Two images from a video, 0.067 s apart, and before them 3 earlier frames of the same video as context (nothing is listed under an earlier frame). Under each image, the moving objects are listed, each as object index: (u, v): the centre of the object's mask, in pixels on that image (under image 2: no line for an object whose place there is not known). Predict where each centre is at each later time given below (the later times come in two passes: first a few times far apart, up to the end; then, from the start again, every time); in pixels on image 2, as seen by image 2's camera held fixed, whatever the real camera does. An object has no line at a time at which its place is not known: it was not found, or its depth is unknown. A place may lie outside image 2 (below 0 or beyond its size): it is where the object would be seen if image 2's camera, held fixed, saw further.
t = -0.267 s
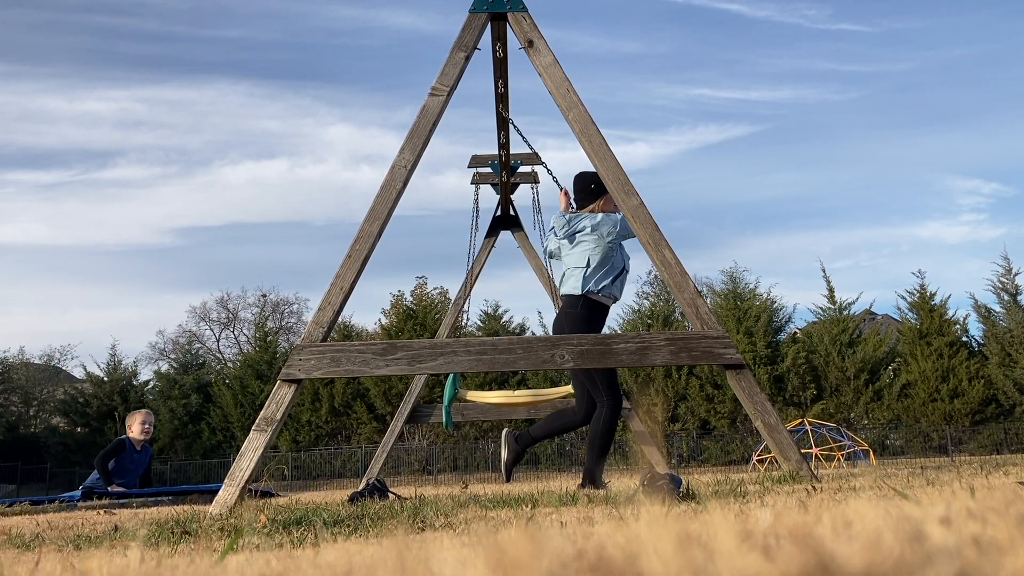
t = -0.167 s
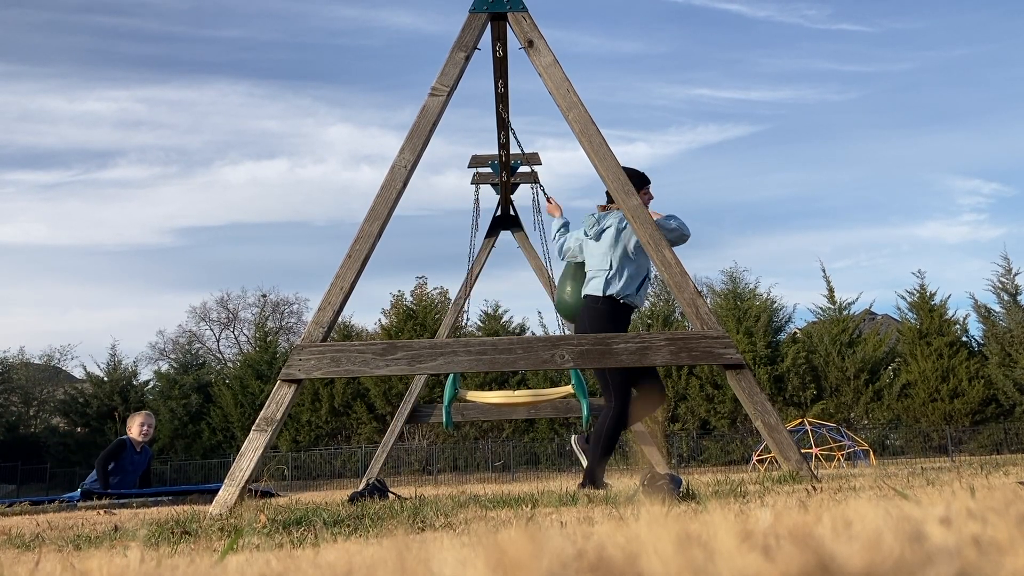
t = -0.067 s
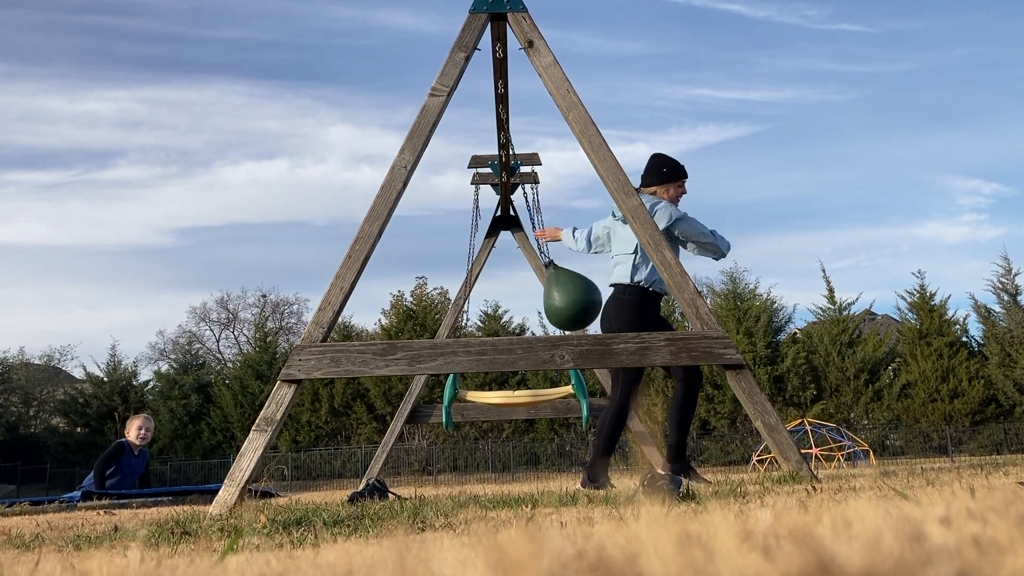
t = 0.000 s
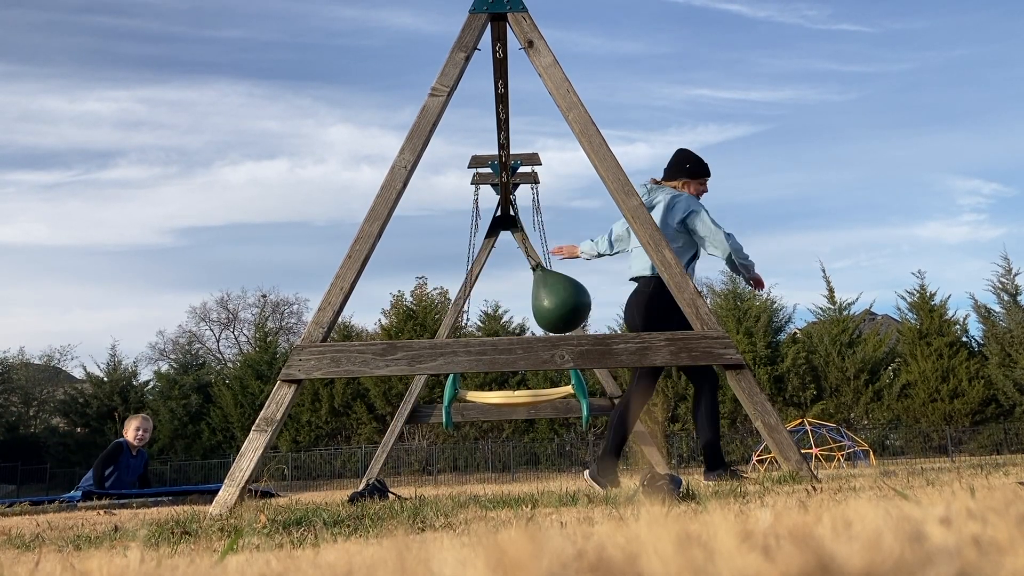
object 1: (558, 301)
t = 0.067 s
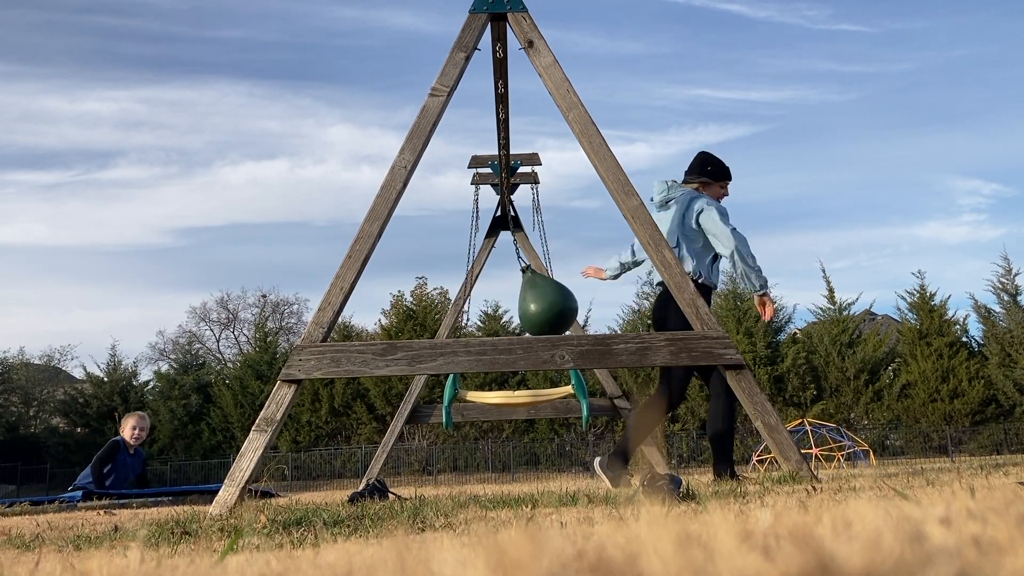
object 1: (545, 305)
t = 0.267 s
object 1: (497, 307)
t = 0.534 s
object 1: (438, 288)
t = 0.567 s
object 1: (434, 284)
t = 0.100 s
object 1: (538, 307)
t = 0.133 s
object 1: (530, 308)
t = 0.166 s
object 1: (522, 309)
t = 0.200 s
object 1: (514, 309)
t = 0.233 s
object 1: (505, 308)
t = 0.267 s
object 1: (497, 307)
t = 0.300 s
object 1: (489, 305)
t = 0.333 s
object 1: (480, 304)
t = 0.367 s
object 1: (472, 302)
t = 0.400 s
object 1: (463, 300)
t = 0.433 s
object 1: (456, 298)
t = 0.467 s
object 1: (449, 296)
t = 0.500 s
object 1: (443, 292)
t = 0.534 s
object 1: (438, 288)
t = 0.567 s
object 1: (434, 284)
